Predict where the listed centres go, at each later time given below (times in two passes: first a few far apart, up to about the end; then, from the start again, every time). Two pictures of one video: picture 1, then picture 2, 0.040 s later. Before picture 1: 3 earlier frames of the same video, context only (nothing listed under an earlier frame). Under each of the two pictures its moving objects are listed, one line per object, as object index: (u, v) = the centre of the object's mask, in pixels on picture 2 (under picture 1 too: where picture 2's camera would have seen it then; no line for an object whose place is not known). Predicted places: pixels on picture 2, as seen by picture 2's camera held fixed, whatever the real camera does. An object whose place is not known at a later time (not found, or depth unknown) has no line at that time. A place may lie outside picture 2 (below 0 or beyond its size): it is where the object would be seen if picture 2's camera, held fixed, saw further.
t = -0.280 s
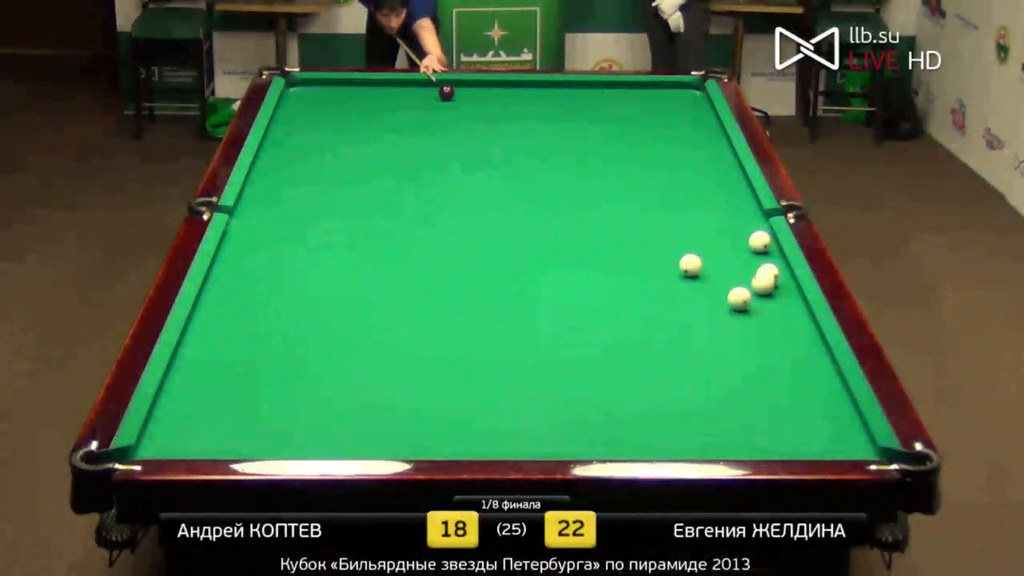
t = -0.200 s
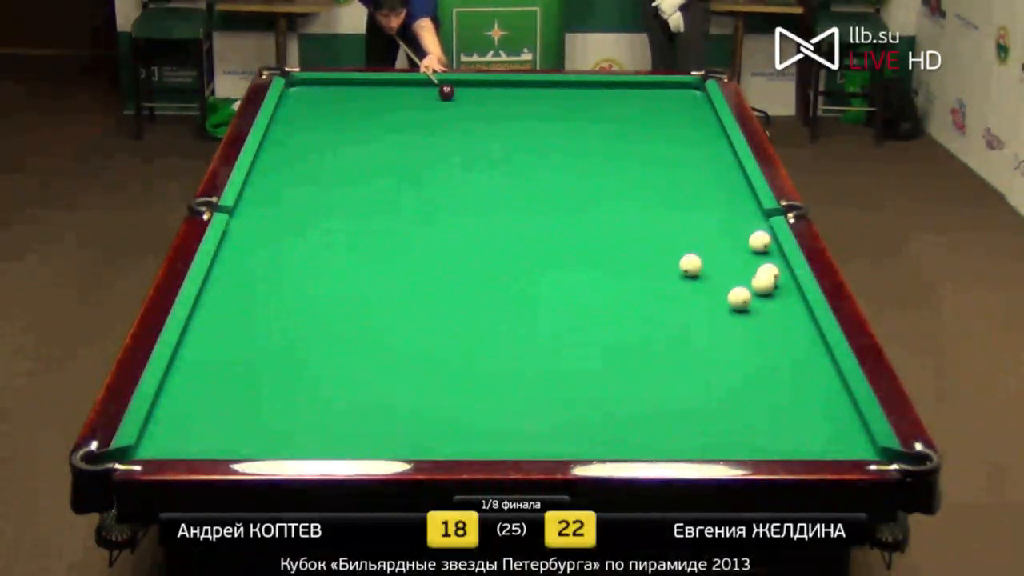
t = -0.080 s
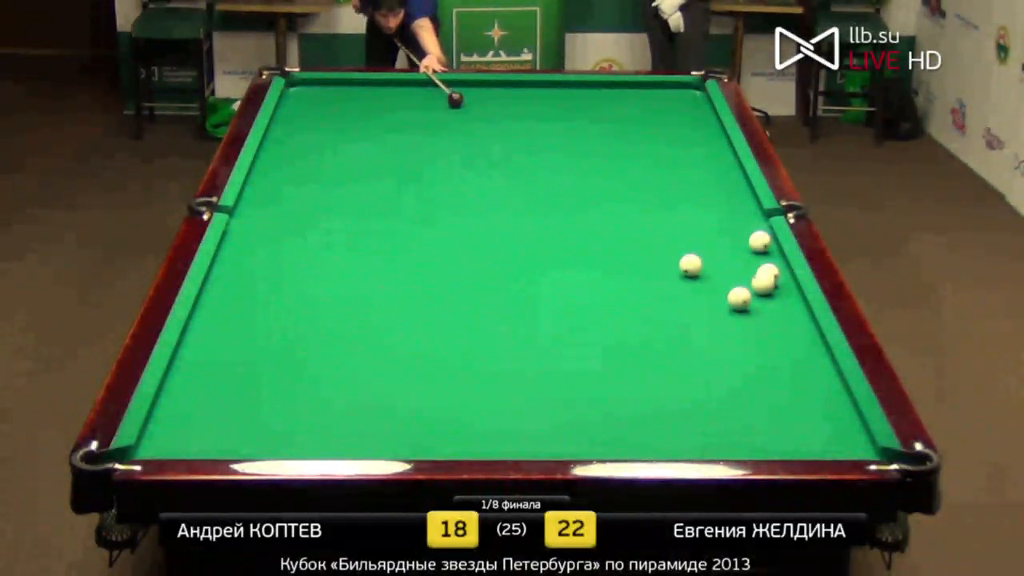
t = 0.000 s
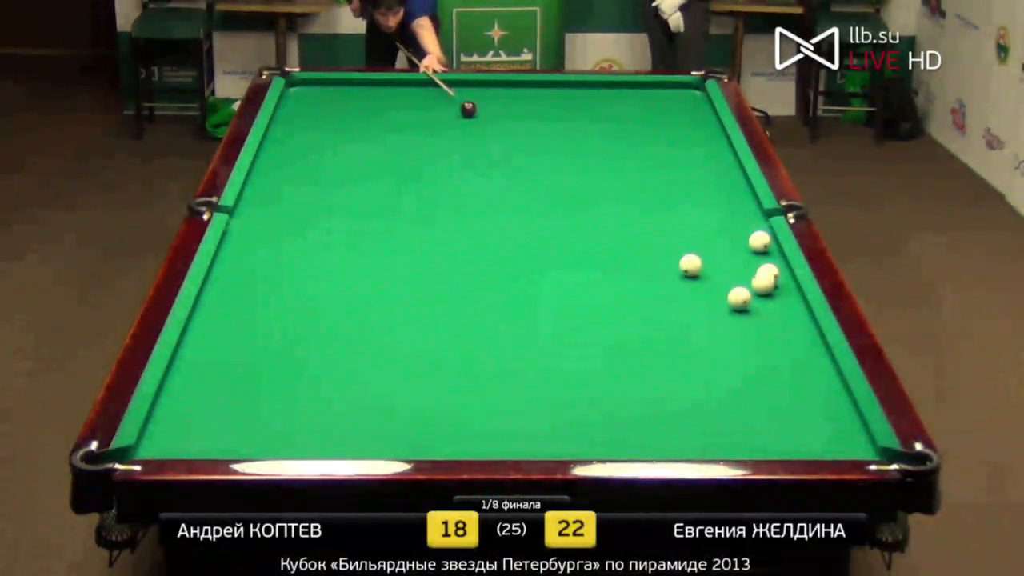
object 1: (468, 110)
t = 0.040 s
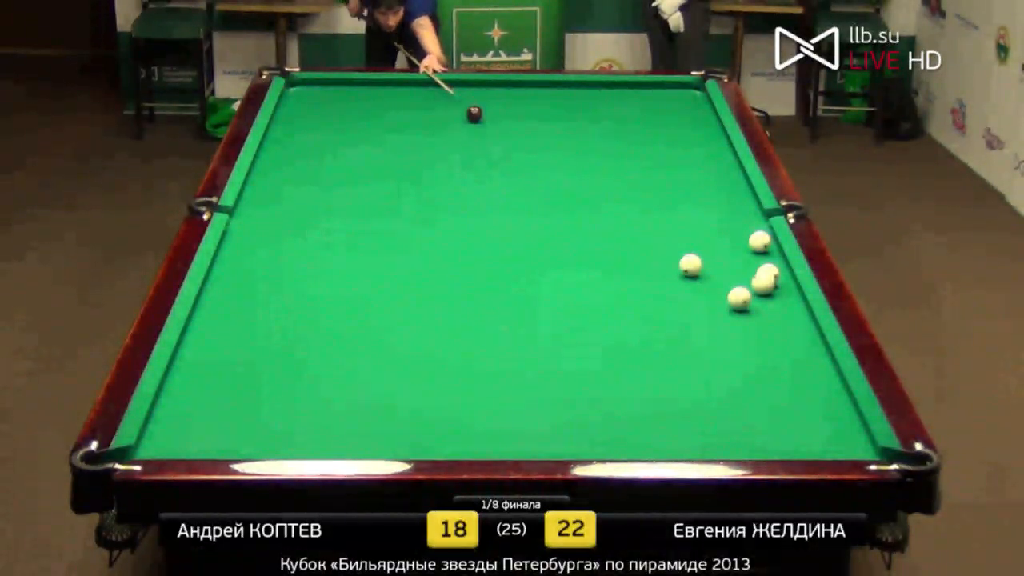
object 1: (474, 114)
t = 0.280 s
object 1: (510, 142)
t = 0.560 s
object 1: (558, 179)
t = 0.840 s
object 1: (612, 221)
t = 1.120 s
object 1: (668, 268)
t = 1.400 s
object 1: (678, 317)
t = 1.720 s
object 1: (695, 383)
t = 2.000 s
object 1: (711, 444)
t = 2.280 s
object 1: (695, 413)
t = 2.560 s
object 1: (680, 378)
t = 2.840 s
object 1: (666, 347)
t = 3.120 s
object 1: (653, 319)
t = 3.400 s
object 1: (641, 294)
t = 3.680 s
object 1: (631, 271)
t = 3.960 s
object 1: (621, 250)
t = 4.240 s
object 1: (612, 232)
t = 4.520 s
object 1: (604, 214)
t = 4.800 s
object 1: (596, 199)
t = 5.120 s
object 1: (588, 182)
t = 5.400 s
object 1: (582, 169)
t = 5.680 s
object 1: (576, 157)
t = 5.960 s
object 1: (570, 146)
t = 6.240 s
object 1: (564, 135)
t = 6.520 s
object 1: (558, 126)
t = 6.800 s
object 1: (552, 117)
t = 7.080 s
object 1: (547, 109)
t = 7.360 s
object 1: (542, 101)
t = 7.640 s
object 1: (536, 95)
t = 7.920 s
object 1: (532, 88)
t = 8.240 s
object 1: (527, 85)
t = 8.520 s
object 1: (525, 88)
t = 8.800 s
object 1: (522, 90)
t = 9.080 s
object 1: (520, 93)
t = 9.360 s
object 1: (517, 95)
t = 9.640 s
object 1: (515, 97)
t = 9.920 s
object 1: (512, 99)
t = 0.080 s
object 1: (480, 119)
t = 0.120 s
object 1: (486, 123)
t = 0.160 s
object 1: (492, 128)
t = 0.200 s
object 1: (498, 133)
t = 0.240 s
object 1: (504, 138)
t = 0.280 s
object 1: (510, 142)
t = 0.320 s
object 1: (517, 148)
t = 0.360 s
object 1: (523, 153)
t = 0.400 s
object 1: (530, 158)
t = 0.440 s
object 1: (537, 163)
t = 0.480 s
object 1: (547, 171)
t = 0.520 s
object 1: (551, 174)
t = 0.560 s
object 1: (558, 179)
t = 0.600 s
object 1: (565, 185)
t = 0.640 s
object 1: (572, 191)
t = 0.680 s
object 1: (580, 197)
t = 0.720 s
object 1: (588, 202)
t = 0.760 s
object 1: (596, 209)
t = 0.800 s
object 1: (604, 215)
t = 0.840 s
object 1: (612, 221)
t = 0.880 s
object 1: (620, 228)
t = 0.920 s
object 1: (628, 234)
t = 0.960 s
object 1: (637, 241)
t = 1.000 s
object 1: (645, 247)
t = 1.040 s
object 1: (654, 254)
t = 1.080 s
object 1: (663, 261)
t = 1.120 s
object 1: (668, 268)
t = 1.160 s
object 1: (668, 275)
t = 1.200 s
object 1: (669, 281)
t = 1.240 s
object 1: (671, 288)
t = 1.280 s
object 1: (673, 295)
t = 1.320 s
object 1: (675, 303)
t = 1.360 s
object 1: (676, 310)
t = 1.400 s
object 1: (678, 317)
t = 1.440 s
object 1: (680, 325)
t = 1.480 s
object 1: (682, 333)
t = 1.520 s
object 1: (684, 341)
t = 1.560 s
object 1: (686, 349)
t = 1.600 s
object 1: (688, 357)
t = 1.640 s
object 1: (690, 365)
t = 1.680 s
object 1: (692, 374)
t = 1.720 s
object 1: (695, 383)
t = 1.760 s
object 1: (696, 391)
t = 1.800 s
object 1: (699, 400)
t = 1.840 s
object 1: (701, 410)
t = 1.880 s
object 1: (703, 419)
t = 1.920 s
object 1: (706, 429)
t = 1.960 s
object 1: (708, 438)
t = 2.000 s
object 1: (711, 444)
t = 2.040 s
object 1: (711, 445)
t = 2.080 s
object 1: (706, 438)
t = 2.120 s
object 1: (705, 436)
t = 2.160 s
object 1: (702, 429)
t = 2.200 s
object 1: (699, 423)
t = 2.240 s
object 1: (697, 418)
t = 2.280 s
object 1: (695, 413)
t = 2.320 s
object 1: (693, 408)
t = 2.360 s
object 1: (690, 402)
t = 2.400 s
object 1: (688, 397)
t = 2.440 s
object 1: (686, 392)
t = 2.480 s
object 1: (684, 387)
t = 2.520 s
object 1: (682, 383)
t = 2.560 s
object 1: (680, 378)
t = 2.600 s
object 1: (677, 374)
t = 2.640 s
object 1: (676, 369)
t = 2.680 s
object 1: (674, 365)
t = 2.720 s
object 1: (672, 360)
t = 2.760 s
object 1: (669, 356)
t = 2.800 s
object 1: (668, 351)
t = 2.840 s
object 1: (666, 347)
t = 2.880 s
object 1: (664, 343)
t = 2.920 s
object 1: (662, 339)
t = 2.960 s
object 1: (660, 335)
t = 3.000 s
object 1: (658, 331)
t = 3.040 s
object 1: (656, 327)
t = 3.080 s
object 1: (655, 323)
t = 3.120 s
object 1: (653, 319)
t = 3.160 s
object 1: (651, 315)
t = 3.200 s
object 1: (650, 312)
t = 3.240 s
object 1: (648, 308)
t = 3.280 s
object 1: (646, 304)
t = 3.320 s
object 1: (645, 301)
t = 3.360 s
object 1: (643, 297)
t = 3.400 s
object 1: (641, 294)
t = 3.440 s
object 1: (640, 290)
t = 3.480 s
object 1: (638, 287)
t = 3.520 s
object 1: (637, 284)
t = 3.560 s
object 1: (635, 280)
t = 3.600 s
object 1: (634, 277)
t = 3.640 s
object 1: (632, 274)
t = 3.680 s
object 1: (631, 271)
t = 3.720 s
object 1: (629, 268)
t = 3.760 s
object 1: (628, 265)
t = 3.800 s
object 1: (626, 262)
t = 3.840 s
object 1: (625, 259)
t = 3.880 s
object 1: (624, 256)
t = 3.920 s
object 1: (622, 253)
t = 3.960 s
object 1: (621, 250)
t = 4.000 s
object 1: (620, 248)
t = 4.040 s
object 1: (618, 245)
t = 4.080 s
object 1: (617, 242)
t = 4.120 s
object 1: (616, 240)
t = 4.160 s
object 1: (615, 237)
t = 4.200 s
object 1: (613, 234)
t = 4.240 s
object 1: (612, 232)
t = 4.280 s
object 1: (611, 229)
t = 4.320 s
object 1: (610, 227)
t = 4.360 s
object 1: (609, 224)
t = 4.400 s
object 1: (607, 222)
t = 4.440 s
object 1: (606, 219)
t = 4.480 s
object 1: (605, 217)
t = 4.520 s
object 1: (604, 214)
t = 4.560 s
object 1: (603, 212)
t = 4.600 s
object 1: (602, 210)
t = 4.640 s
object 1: (601, 208)
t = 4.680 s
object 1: (599, 205)
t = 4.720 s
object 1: (598, 203)
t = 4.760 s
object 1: (597, 201)
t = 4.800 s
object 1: (596, 199)
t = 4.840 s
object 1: (595, 196)
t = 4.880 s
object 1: (594, 194)
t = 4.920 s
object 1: (593, 192)
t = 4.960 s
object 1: (592, 190)
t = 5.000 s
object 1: (591, 189)
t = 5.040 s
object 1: (590, 186)
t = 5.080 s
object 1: (589, 184)
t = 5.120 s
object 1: (588, 182)
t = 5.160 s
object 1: (587, 180)
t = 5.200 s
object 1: (586, 178)
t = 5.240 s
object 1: (585, 177)
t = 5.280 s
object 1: (585, 175)
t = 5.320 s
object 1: (584, 173)
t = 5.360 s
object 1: (583, 171)
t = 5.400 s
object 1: (582, 169)
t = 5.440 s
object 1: (581, 167)
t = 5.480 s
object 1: (580, 166)
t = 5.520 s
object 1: (579, 164)
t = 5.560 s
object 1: (578, 162)
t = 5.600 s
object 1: (577, 161)
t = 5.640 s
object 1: (576, 159)
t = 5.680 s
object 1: (576, 157)
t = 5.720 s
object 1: (575, 155)
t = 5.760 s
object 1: (574, 154)
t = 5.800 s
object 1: (573, 152)
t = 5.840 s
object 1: (572, 151)
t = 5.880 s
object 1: (571, 149)
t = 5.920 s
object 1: (570, 147)
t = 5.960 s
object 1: (570, 146)
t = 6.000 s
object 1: (569, 144)
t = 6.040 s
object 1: (568, 143)
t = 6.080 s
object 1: (567, 141)
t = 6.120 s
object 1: (566, 140)
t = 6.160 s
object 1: (565, 138)
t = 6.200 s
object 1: (564, 137)
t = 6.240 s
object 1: (564, 135)
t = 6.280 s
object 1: (563, 134)
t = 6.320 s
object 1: (562, 133)
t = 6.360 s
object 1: (561, 131)
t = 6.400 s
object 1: (561, 130)
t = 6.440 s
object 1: (560, 129)
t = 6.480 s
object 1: (559, 127)
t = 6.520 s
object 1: (558, 126)
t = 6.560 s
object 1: (557, 124)
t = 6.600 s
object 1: (556, 123)
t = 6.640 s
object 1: (556, 122)
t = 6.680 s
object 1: (555, 121)
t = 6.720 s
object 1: (554, 120)
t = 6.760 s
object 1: (553, 118)
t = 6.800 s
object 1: (552, 117)
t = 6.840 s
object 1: (551, 116)
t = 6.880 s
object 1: (551, 115)
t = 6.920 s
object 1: (550, 113)
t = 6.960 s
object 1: (549, 112)
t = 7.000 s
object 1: (548, 111)
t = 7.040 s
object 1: (548, 110)
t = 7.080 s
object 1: (547, 109)
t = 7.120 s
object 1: (546, 108)
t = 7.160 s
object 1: (546, 107)
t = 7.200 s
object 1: (545, 106)
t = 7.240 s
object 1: (544, 105)
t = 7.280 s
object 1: (543, 103)
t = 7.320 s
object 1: (543, 102)
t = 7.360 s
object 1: (542, 101)
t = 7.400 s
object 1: (541, 100)
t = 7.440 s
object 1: (540, 99)
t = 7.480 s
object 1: (539, 98)
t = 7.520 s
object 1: (539, 97)
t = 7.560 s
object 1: (538, 96)
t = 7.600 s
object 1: (538, 95)
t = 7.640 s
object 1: (536, 95)
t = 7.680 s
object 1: (536, 94)
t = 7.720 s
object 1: (535, 93)
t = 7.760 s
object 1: (535, 92)
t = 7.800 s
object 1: (534, 91)
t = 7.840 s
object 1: (533, 89)
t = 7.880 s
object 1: (533, 89)
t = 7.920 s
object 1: (532, 88)
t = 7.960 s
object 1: (531, 88)
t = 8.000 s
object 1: (530, 86)
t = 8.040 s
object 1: (530, 85)
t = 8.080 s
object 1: (529, 85)
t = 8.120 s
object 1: (528, 84)
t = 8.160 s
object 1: (527, 84)
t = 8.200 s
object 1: (528, 84)
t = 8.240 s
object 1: (527, 85)
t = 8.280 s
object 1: (527, 85)
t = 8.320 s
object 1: (526, 86)
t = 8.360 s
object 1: (526, 86)
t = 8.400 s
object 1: (526, 87)
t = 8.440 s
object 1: (525, 87)
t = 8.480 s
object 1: (525, 87)
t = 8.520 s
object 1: (525, 88)
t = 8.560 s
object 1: (524, 88)
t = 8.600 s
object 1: (524, 88)
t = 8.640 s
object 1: (524, 89)
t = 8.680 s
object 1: (524, 89)
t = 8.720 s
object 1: (523, 90)
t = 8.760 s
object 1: (523, 90)
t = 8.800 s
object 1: (522, 90)
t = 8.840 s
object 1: (522, 91)
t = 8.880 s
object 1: (522, 91)
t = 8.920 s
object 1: (521, 92)
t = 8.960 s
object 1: (521, 92)
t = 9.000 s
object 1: (521, 92)
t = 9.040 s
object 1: (520, 92)
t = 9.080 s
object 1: (520, 93)
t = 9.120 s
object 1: (520, 93)
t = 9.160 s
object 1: (519, 93)
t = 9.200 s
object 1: (519, 94)
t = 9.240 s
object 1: (519, 94)
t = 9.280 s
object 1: (518, 94)
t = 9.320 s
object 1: (518, 95)
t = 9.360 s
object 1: (517, 95)
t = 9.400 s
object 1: (517, 96)
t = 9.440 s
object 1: (516, 96)
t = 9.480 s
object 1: (516, 96)
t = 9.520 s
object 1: (516, 97)
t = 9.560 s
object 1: (515, 97)
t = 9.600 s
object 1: (515, 97)
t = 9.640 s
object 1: (515, 97)
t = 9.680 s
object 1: (514, 98)
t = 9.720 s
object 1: (514, 98)
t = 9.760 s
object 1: (513, 99)
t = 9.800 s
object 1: (513, 99)
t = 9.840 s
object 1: (513, 99)
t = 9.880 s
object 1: (512, 99)
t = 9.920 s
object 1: (512, 99)
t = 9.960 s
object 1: (512, 100)
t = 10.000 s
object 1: (511, 100)
